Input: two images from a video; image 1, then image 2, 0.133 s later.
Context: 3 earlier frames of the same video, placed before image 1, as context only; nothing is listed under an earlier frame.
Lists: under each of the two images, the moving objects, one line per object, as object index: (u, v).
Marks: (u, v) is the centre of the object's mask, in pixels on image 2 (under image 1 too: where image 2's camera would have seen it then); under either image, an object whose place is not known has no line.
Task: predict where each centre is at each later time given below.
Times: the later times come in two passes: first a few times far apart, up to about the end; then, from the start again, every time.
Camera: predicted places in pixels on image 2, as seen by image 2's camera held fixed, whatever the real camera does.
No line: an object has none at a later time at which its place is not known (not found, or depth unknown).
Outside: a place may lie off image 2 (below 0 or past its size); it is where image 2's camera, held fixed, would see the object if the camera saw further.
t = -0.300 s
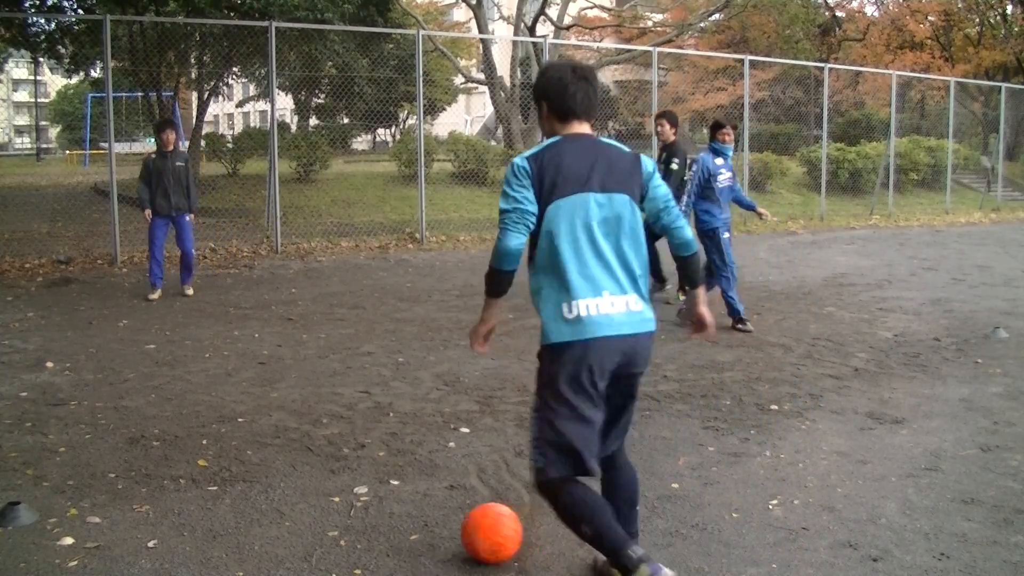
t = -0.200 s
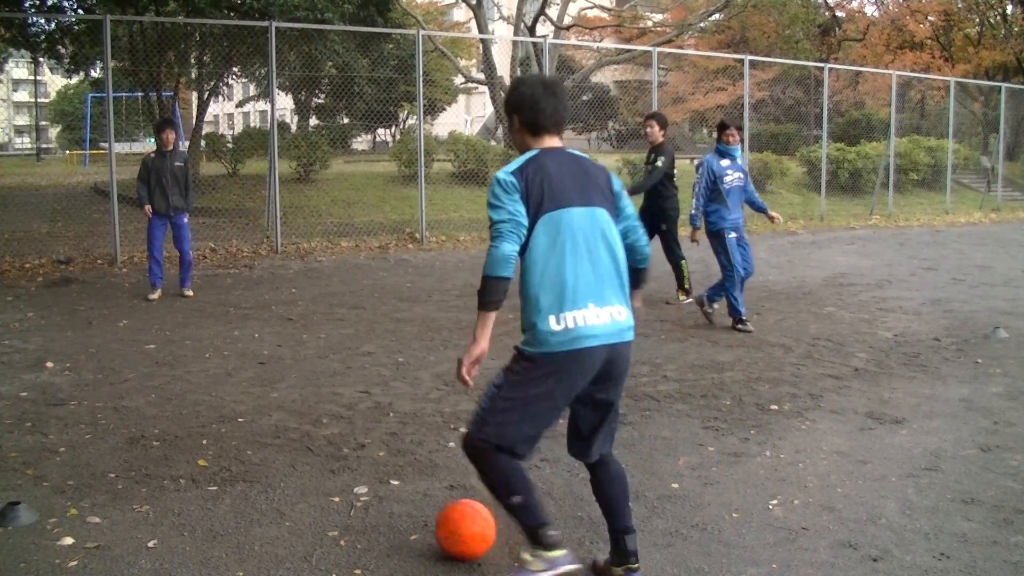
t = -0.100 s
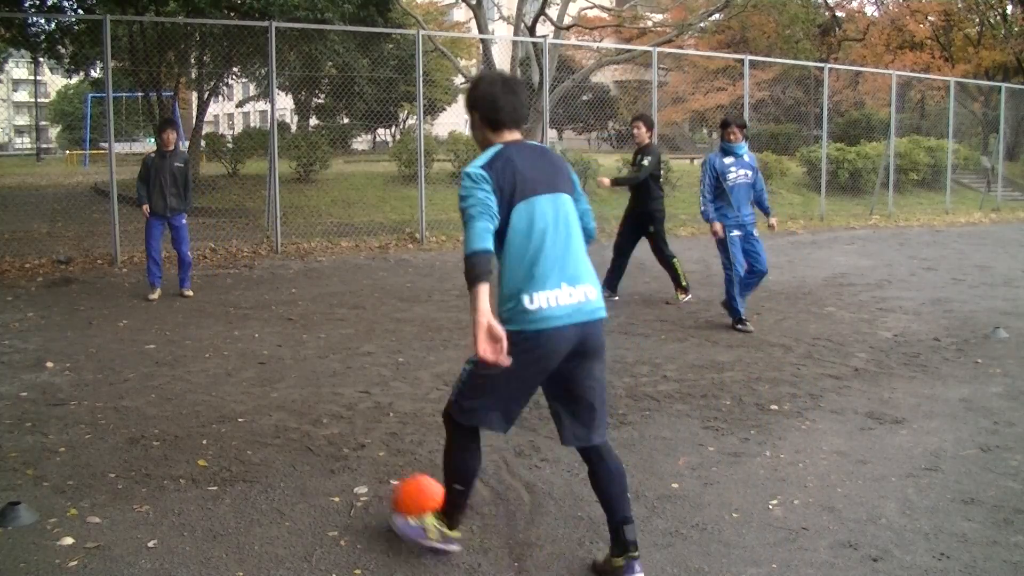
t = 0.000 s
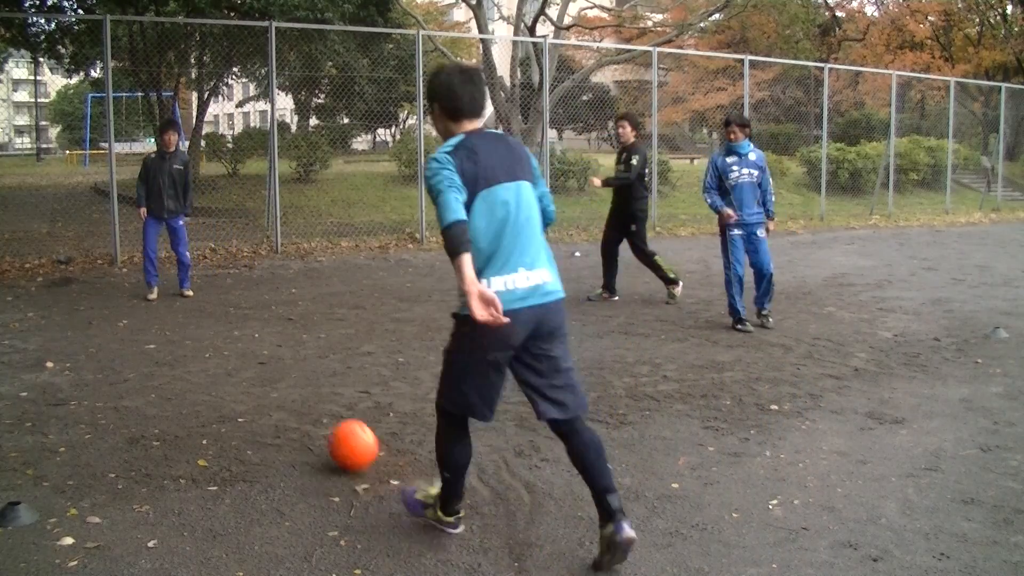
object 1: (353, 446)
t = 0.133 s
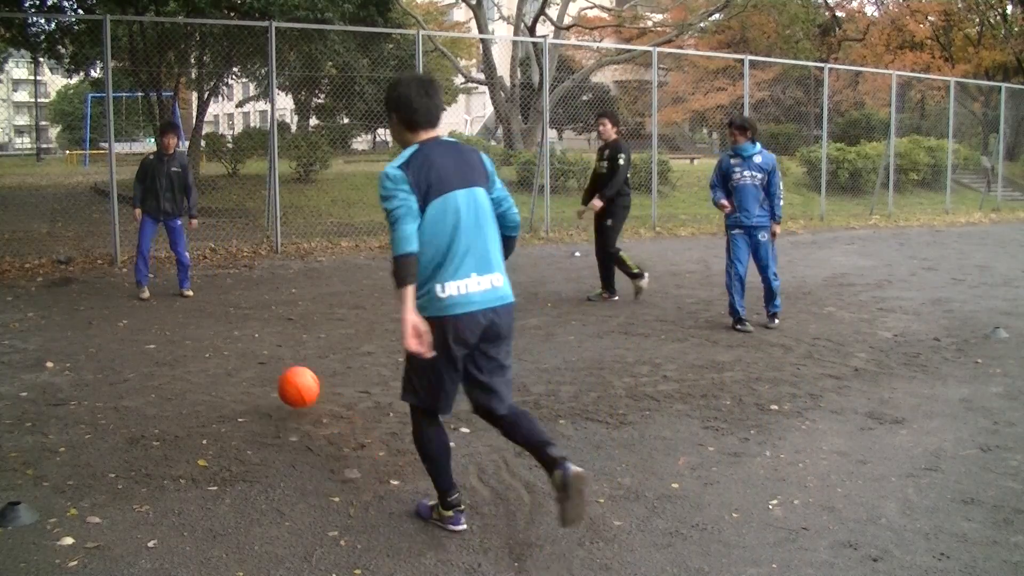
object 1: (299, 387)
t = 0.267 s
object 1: (261, 367)
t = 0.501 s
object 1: (229, 332)
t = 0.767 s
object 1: (208, 307)
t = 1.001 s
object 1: (196, 291)
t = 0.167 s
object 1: (288, 380)
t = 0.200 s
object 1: (278, 375)
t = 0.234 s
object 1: (268, 373)
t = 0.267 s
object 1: (261, 367)
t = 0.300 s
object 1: (255, 356)
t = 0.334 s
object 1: (250, 347)
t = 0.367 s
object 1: (245, 340)
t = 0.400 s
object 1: (241, 336)
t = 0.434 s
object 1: (237, 333)
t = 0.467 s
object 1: (233, 332)
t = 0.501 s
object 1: (229, 332)
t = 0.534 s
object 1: (226, 329)
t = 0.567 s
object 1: (223, 322)
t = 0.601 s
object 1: (220, 318)
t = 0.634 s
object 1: (217, 314)
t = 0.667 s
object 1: (215, 313)
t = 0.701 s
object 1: (212, 313)
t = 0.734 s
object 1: (210, 312)
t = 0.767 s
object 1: (208, 307)
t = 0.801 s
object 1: (206, 304)
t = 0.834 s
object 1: (204, 302)
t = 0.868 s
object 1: (203, 301)
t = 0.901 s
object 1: (201, 299)
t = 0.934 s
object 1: (200, 295)
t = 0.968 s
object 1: (198, 292)
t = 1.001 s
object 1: (196, 291)
